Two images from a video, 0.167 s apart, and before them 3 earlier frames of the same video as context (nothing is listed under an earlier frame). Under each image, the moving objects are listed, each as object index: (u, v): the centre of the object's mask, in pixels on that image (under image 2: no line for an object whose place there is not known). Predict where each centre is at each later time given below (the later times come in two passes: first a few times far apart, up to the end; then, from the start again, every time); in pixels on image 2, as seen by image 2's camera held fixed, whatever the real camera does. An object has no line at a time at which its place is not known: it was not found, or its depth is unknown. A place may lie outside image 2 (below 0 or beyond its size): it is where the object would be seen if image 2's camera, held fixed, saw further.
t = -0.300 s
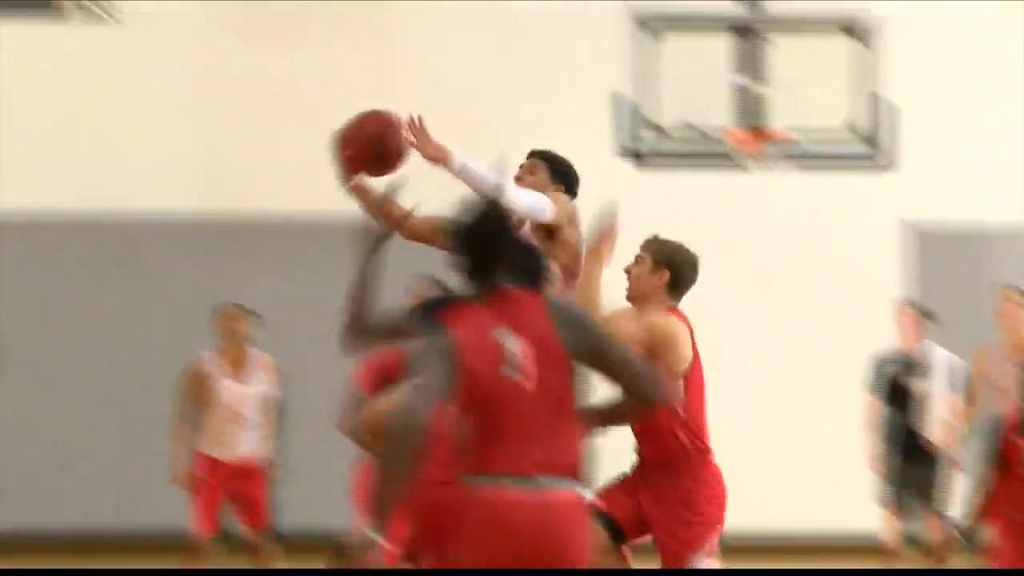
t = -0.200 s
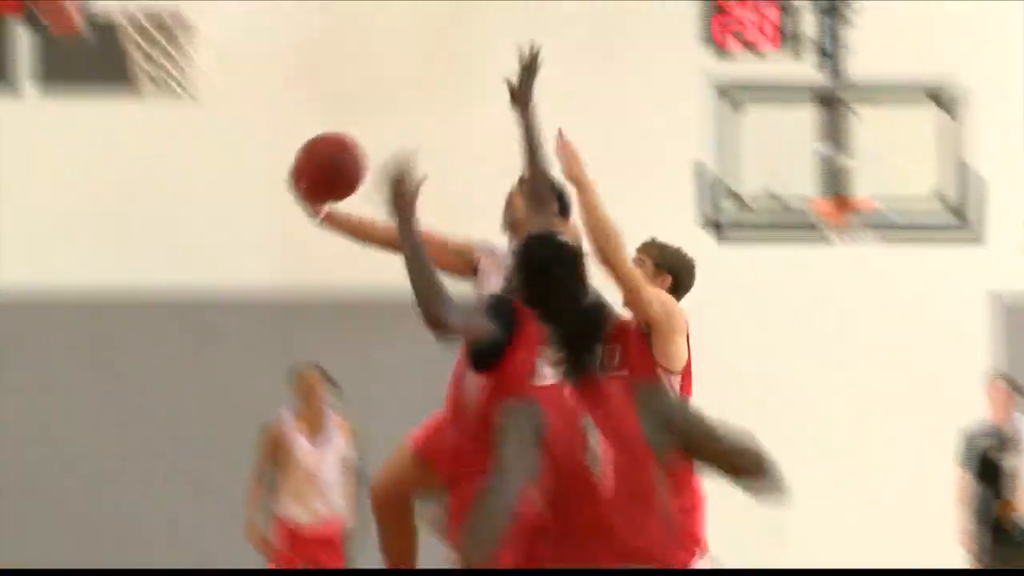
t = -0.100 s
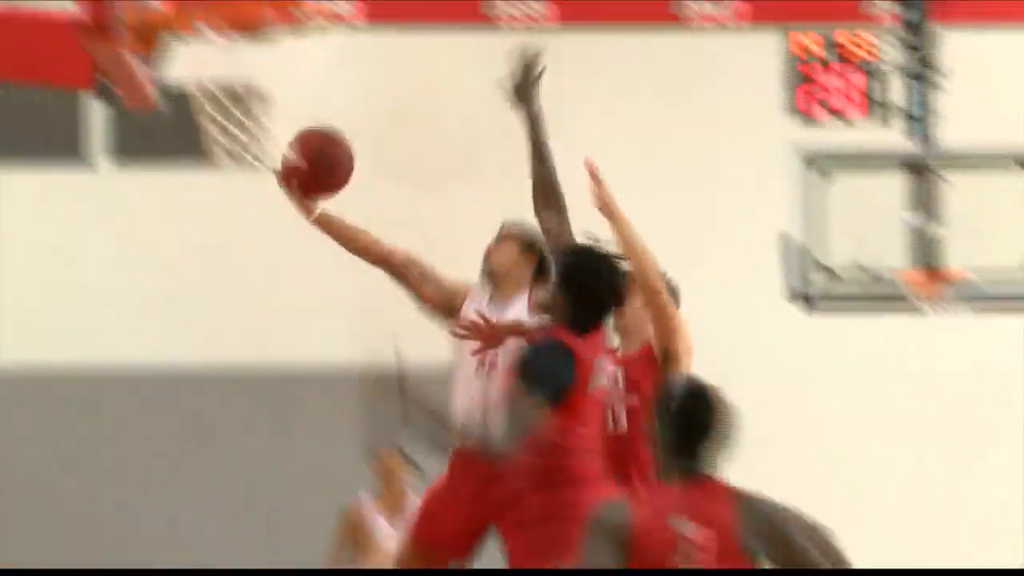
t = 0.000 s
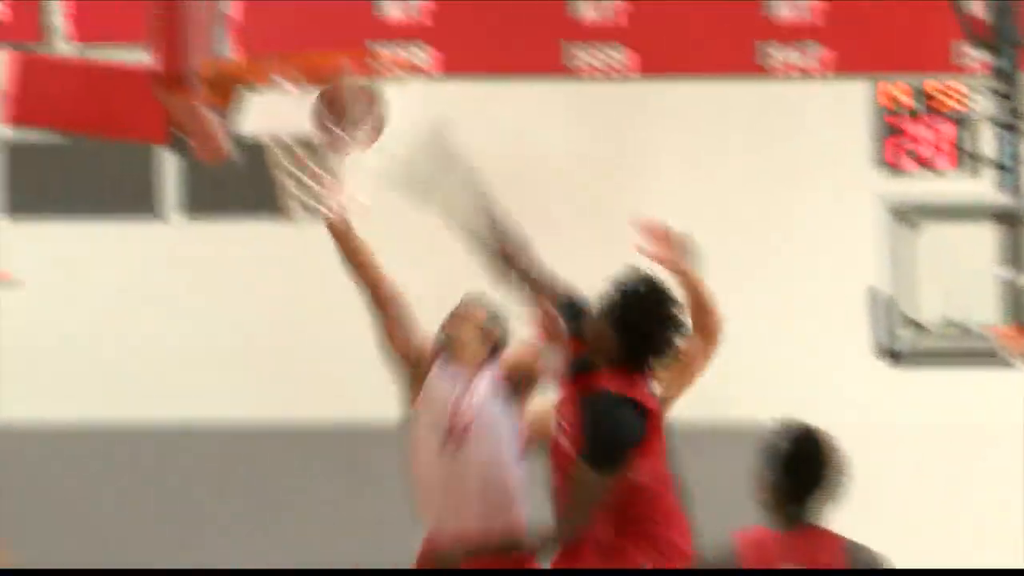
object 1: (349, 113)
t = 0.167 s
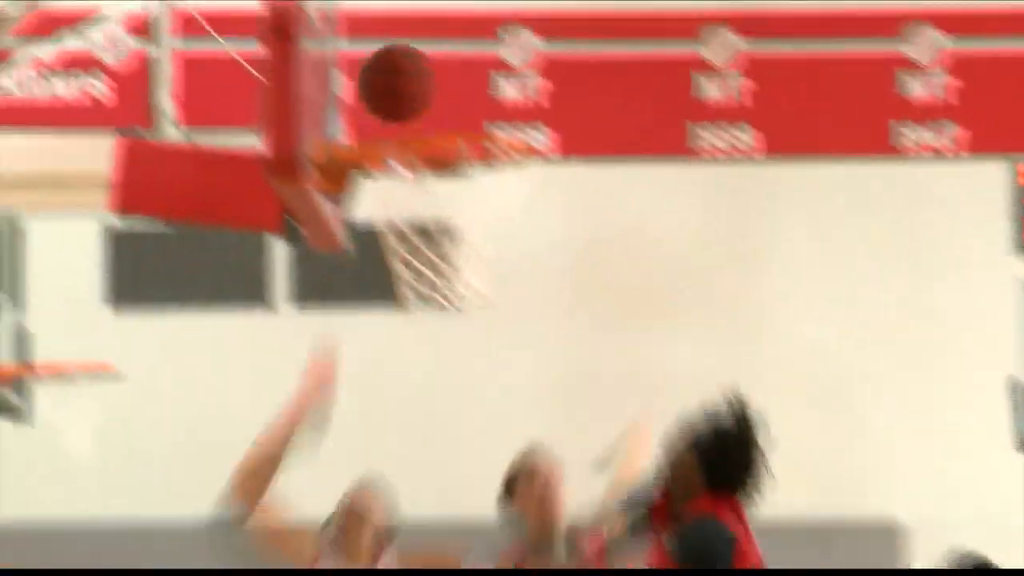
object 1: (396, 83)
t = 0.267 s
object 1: (366, 56)
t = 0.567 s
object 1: (463, 182)
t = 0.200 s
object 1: (383, 71)
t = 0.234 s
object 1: (370, 61)
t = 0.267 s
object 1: (366, 56)
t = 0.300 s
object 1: (375, 53)
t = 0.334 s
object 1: (384, 55)
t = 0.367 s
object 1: (395, 61)
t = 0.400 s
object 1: (406, 69)
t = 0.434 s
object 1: (416, 84)
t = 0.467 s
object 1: (426, 98)
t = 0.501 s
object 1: (436, 111)
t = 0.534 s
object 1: (448, 138)
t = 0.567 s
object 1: (463, 182)
